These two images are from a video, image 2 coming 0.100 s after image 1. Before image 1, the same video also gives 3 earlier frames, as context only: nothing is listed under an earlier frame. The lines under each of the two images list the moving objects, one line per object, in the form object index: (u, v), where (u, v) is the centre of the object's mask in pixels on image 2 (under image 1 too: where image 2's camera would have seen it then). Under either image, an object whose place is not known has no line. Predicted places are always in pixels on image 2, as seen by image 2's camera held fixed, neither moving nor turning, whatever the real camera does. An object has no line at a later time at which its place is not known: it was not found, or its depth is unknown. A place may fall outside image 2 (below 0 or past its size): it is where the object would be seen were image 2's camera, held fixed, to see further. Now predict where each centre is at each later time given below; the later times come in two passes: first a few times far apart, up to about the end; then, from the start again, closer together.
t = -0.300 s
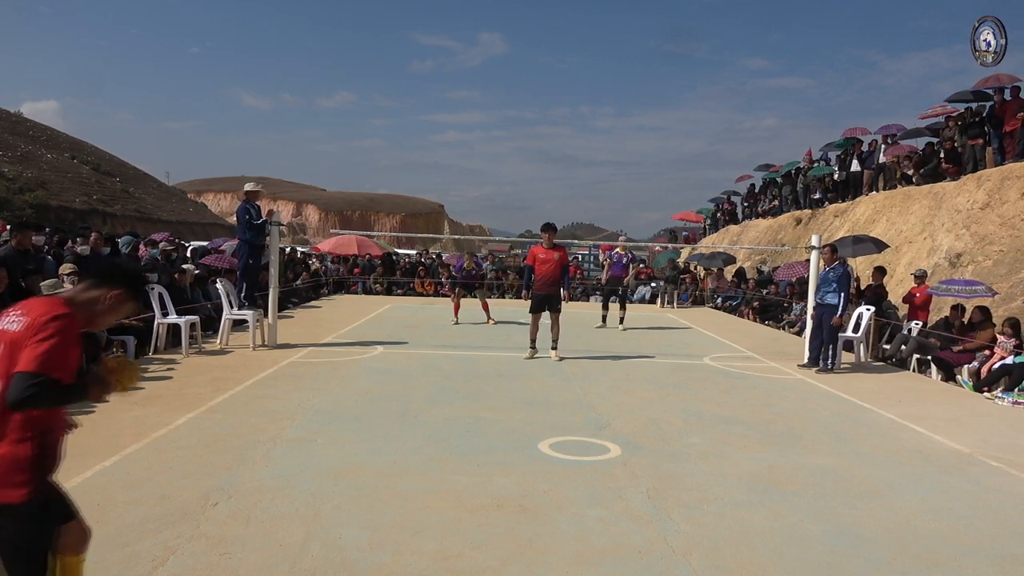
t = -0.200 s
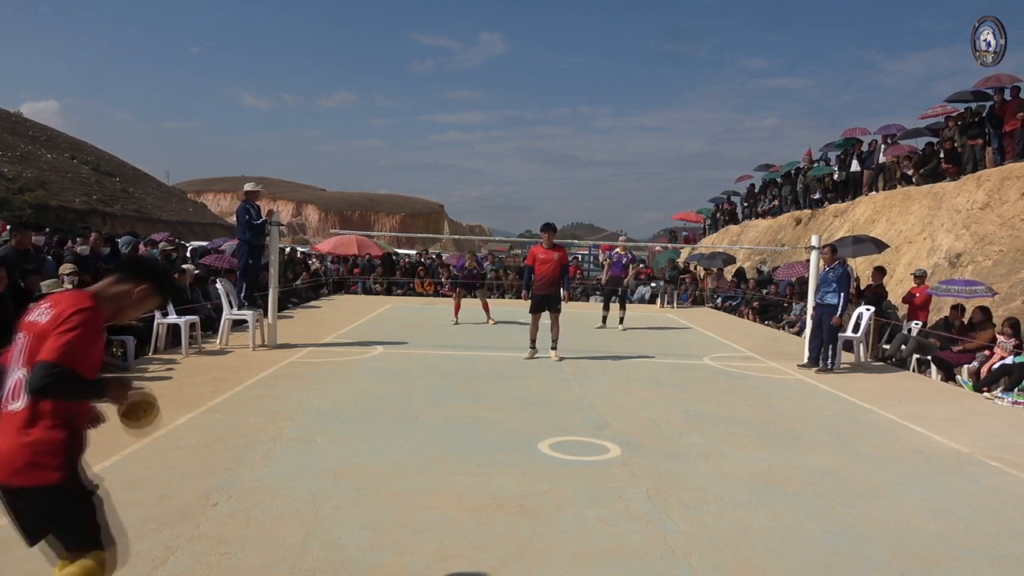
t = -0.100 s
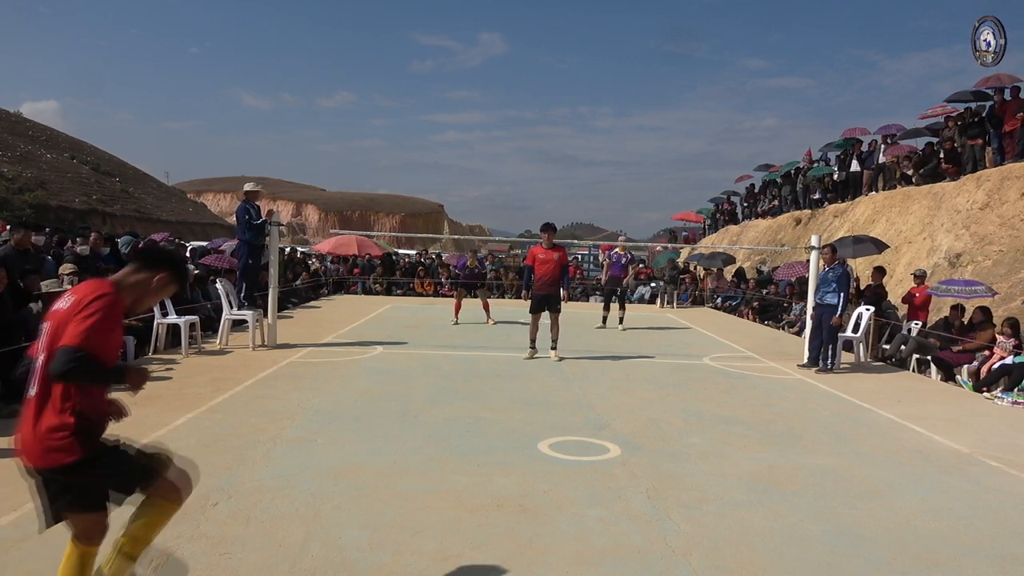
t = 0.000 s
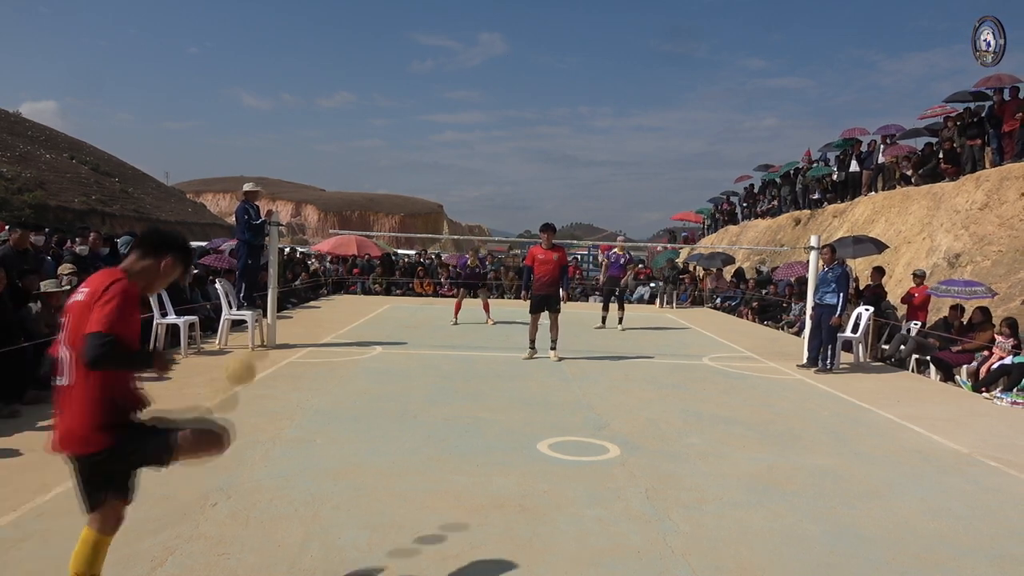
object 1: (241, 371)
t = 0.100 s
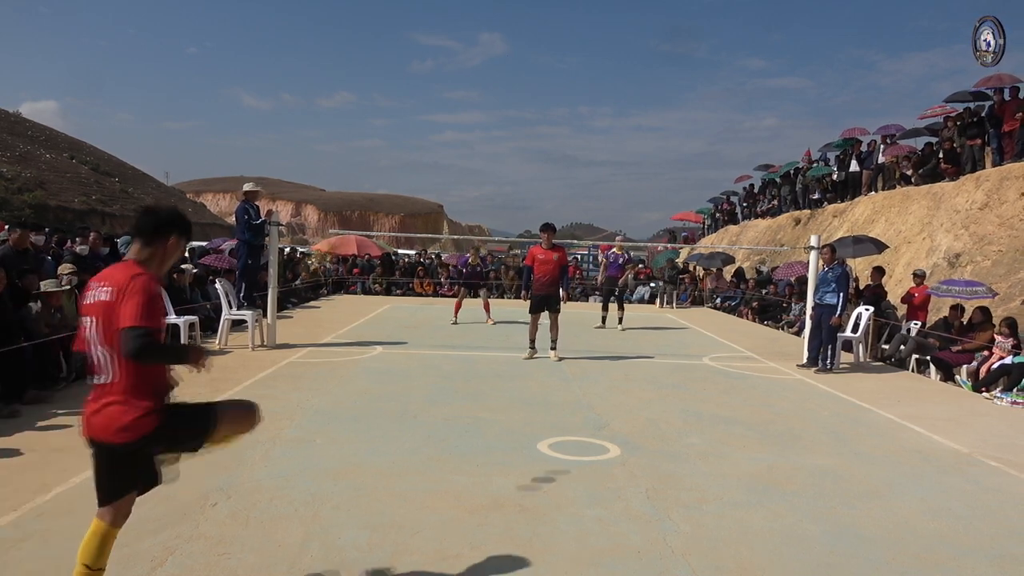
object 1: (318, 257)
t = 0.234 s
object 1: (401, 170)
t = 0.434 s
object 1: (469, 134)
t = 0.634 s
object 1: (511, 151)
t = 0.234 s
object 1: (401, 170)
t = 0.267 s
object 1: (414, 160)
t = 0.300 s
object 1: (427, 151)
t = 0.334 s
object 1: (439, 143)
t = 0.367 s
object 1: (449, 139)
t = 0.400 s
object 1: (460, 136)
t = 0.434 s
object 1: (469, 134)
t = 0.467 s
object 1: (477, 135)
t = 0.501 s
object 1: (485, 136)
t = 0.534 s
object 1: (492, 138)
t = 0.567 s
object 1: (499, 141)
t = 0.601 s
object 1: (505, 146)
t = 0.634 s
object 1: (511, 151)
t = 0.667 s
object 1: (517, 157)
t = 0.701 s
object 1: (521, 164)
